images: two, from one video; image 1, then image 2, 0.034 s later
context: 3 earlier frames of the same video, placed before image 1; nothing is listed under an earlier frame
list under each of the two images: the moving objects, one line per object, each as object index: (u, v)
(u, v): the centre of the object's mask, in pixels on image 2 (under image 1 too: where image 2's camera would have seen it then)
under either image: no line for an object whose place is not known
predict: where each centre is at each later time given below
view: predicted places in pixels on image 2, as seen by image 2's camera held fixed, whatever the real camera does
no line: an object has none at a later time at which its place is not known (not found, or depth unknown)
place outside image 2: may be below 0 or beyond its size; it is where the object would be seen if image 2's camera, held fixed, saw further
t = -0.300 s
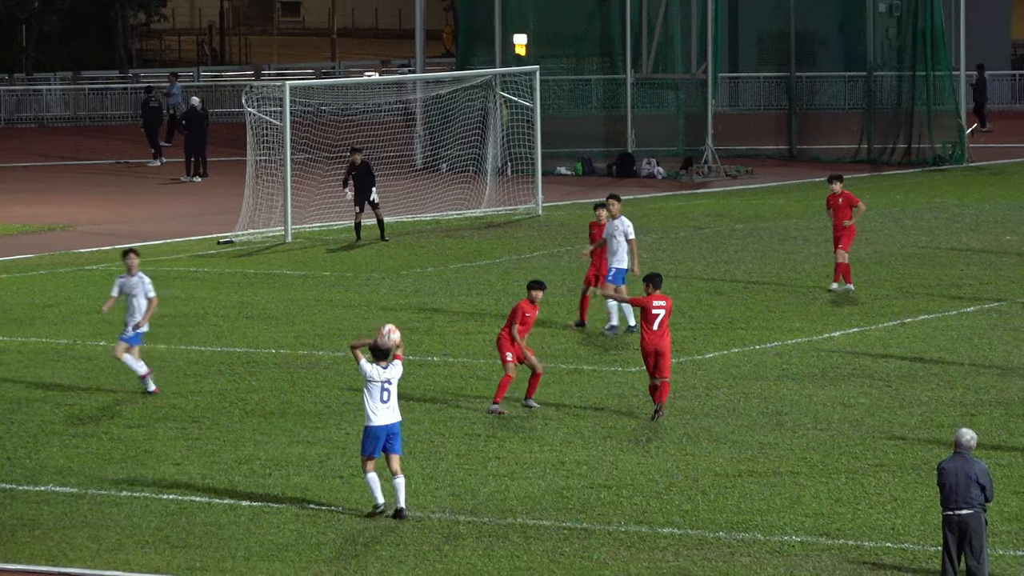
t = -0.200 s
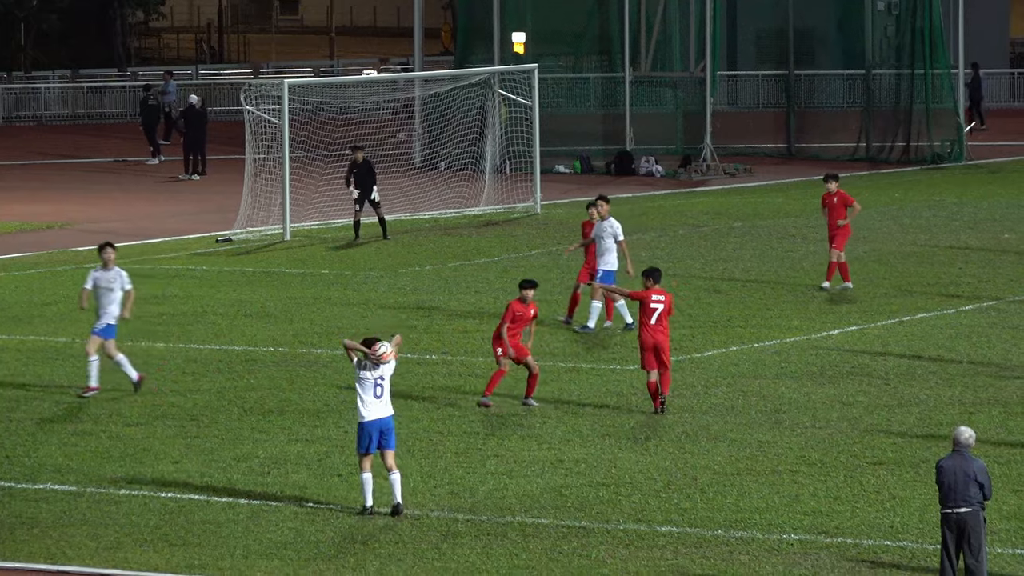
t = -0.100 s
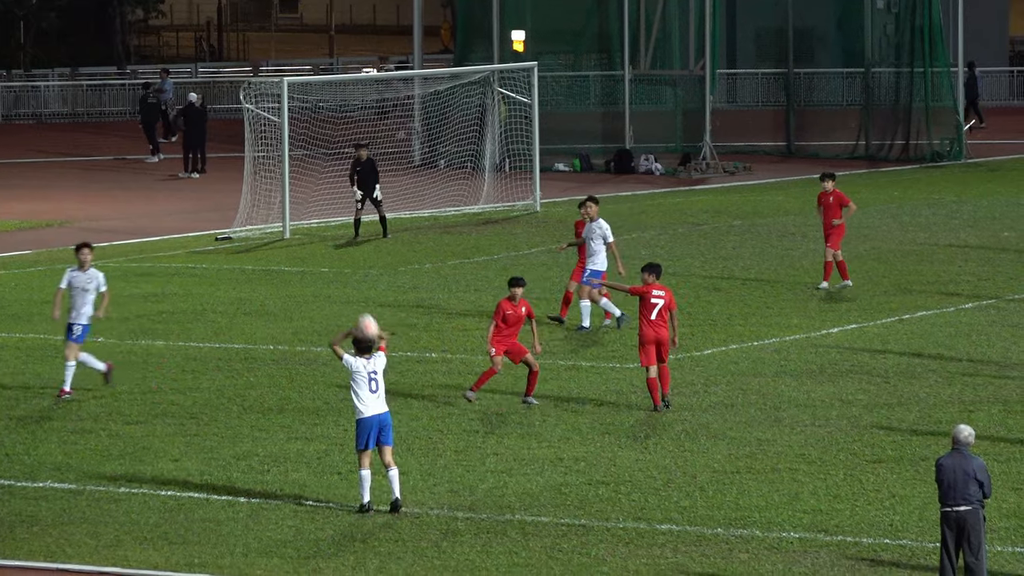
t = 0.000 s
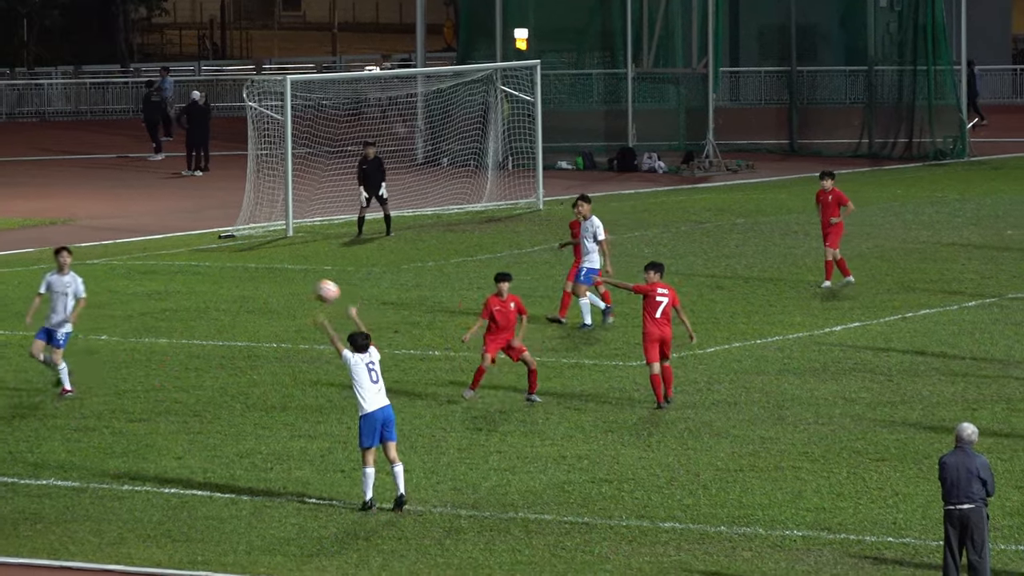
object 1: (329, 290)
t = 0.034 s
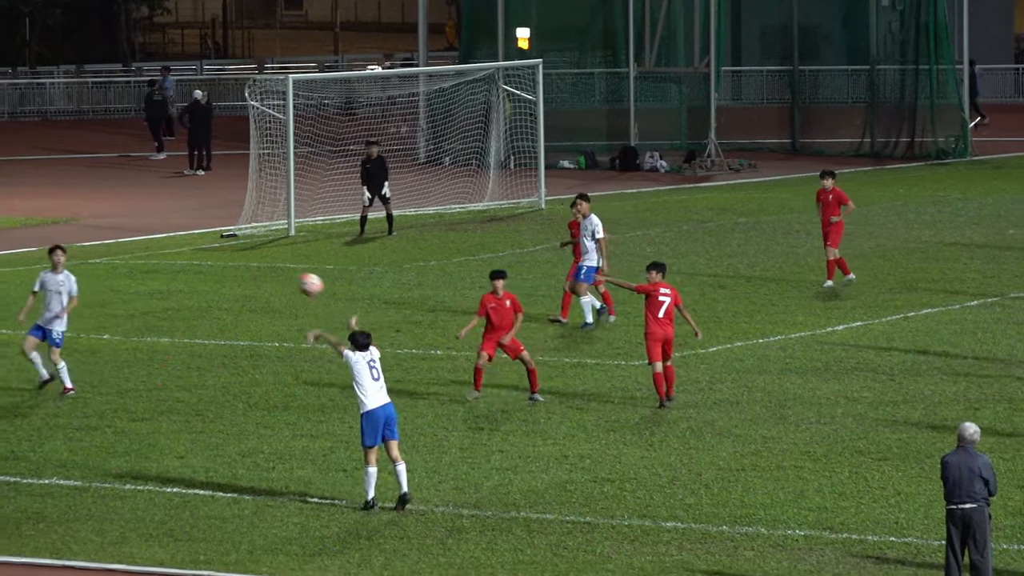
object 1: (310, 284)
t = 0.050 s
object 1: (302, 282)
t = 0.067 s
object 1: (292, 280)
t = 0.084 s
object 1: (284, 278)
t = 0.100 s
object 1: (275, 277)
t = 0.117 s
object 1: (267, 275)
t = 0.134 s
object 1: (259, 274)
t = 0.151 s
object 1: (251, 273)
